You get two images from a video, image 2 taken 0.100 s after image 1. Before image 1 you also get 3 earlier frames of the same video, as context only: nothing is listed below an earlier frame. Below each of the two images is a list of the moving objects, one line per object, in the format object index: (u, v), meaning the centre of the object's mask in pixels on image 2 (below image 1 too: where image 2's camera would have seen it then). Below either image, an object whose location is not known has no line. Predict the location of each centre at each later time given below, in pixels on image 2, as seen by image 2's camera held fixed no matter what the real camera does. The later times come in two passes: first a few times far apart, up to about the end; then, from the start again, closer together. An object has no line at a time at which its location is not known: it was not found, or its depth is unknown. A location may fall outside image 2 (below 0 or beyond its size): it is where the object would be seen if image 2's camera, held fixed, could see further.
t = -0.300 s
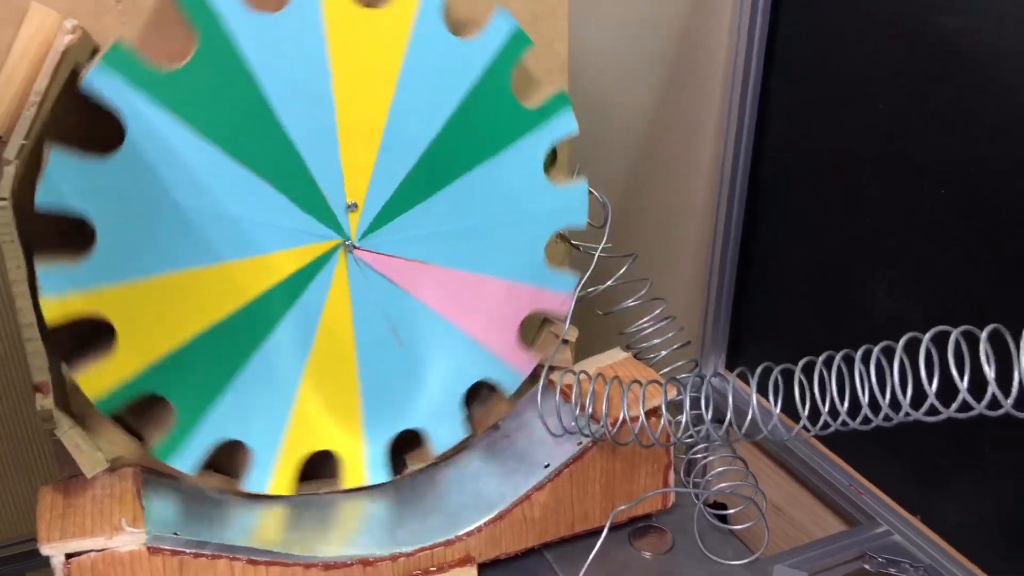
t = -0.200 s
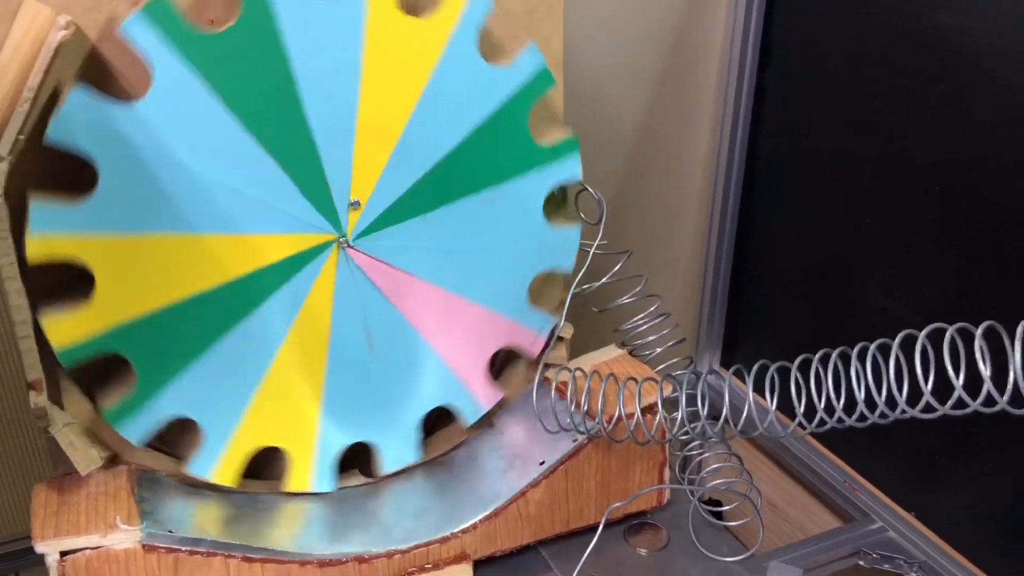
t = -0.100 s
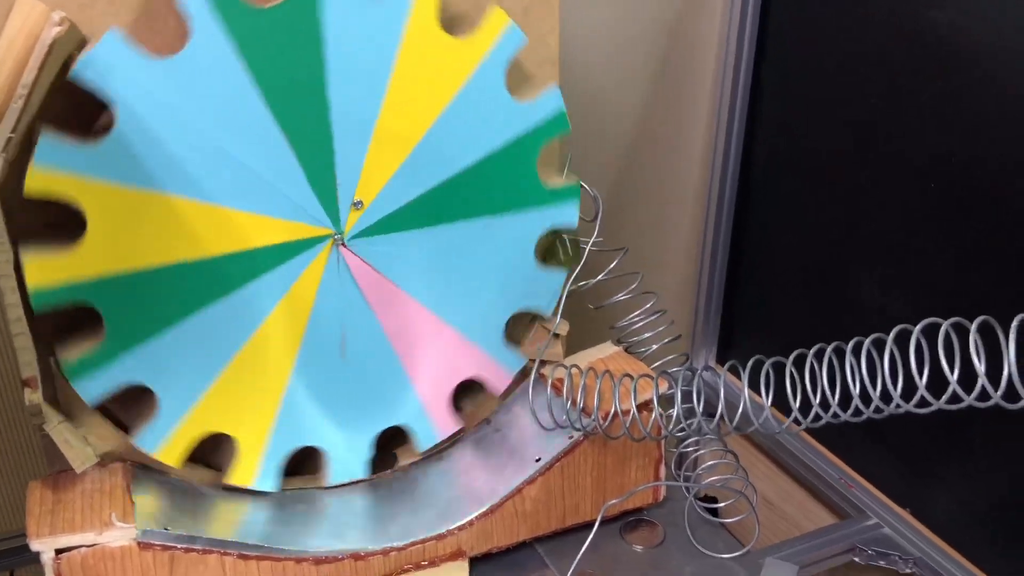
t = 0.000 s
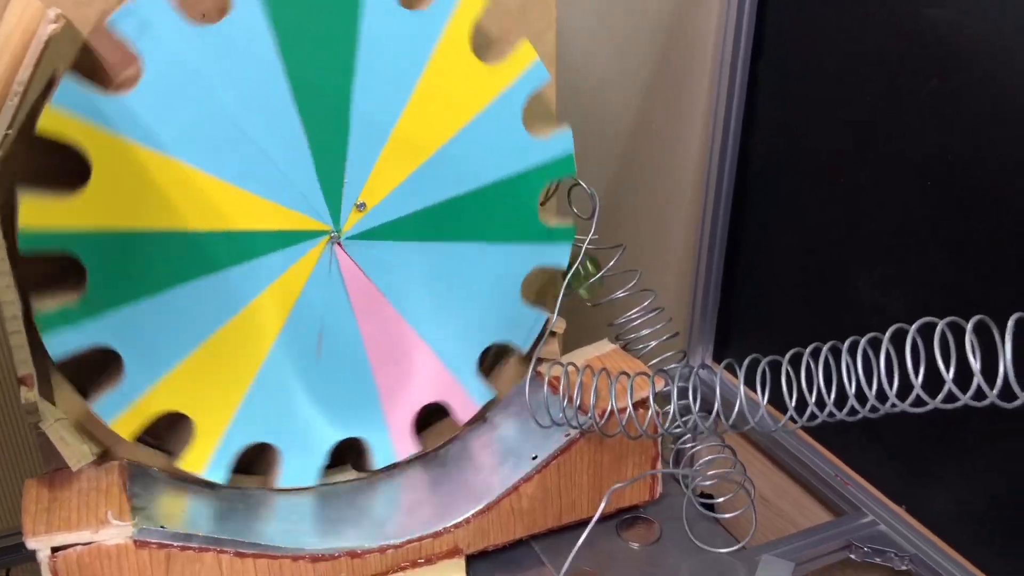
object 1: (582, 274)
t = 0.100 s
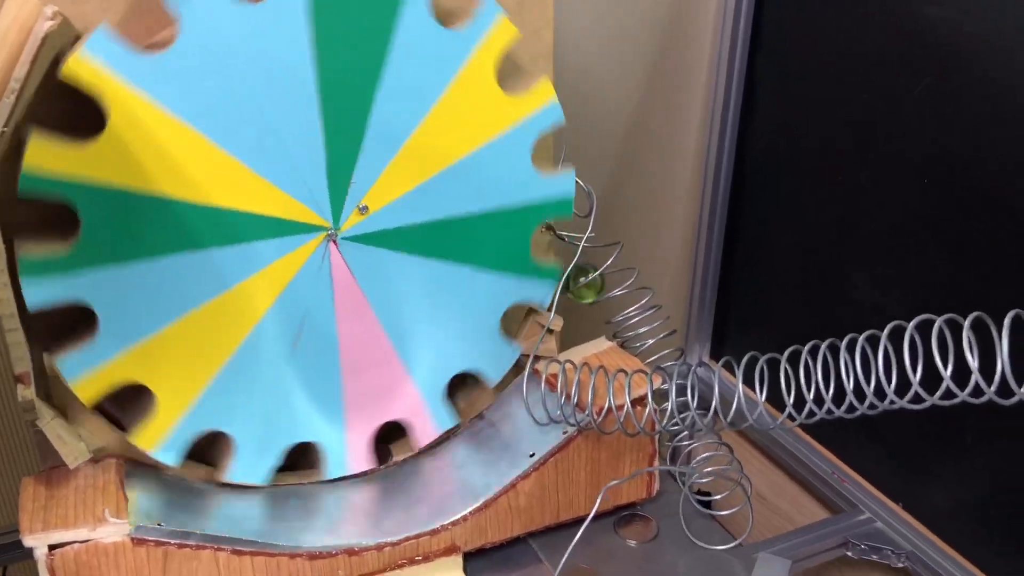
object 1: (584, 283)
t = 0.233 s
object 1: (601, 281)
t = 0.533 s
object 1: (676, 451)
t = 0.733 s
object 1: (718, 573)
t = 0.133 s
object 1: (589, 282)
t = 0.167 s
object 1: (594, 281)
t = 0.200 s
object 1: (598, 281)
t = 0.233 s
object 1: (601, 281)
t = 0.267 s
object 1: (606, 284)
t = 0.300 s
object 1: (610, 287)
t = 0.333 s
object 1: (618, 299)
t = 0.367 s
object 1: (629, 316)
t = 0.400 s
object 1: (648, 338)
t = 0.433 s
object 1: (660, 353)
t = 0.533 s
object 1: (676, 451)
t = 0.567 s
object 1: (697, 464)
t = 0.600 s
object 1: (721, 491)
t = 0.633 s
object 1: (726, 503)
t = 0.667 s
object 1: (726, 535)
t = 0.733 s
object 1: (718, 573)
